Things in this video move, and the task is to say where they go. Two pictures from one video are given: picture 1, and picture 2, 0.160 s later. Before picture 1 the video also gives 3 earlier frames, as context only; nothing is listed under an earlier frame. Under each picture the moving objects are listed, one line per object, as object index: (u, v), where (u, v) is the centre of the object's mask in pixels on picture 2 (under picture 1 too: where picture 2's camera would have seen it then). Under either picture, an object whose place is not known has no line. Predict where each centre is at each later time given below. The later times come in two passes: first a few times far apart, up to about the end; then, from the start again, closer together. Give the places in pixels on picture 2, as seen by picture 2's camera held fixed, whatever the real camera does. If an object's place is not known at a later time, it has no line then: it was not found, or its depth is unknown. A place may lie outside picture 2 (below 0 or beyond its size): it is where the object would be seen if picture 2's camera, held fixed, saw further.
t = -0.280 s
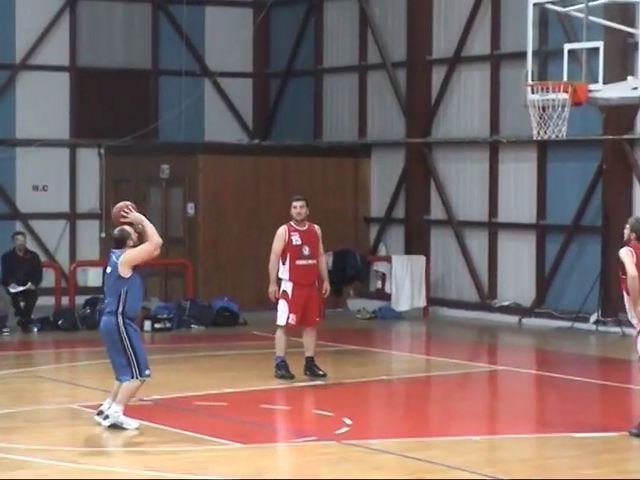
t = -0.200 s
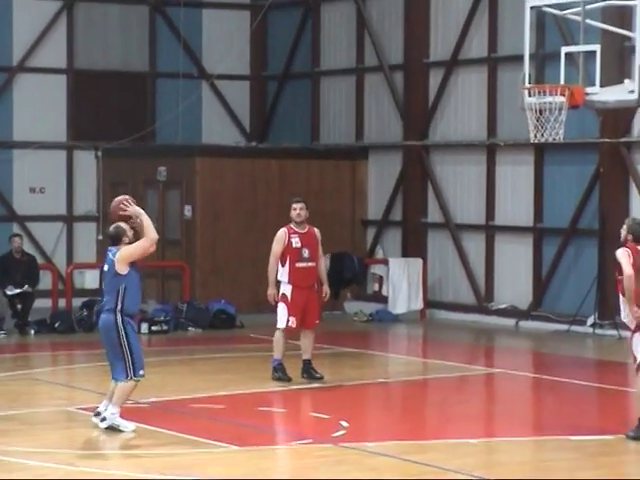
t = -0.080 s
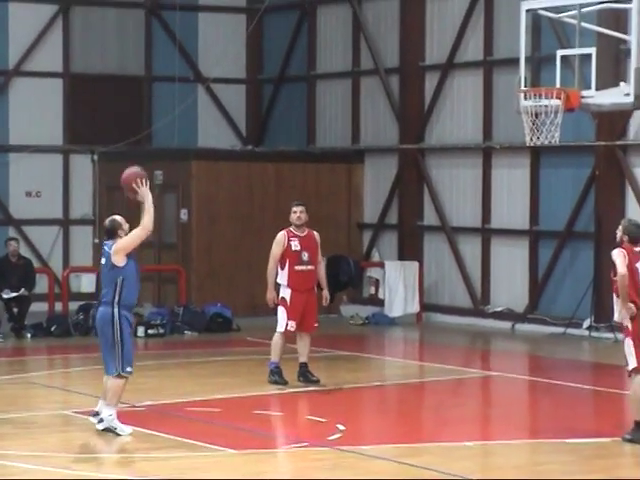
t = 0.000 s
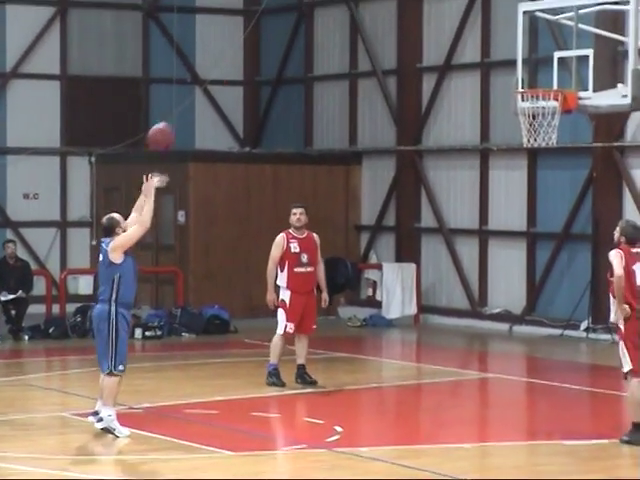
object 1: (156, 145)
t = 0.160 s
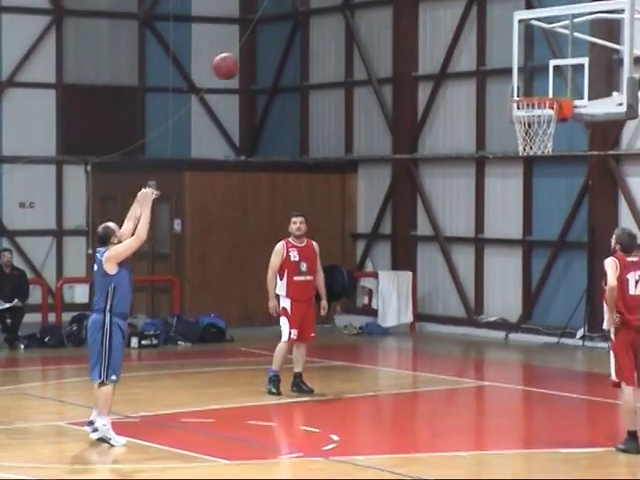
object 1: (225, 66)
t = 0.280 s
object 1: (273, 26)
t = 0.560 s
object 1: (383, -3)
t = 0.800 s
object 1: (469, 32)
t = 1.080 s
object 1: (550, 129)
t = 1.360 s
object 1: (572, 199)
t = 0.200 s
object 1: (242, 51)
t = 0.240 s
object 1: (257, 38)
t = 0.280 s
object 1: (273, 26)
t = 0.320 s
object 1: (290, 16)
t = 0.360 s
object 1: (305, 9)
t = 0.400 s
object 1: (321, 2)
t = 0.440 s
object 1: (336, -1)
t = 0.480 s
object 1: (351, -2)
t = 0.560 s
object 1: (383, -3)
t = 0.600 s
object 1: (398, -2)
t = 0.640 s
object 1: (411, 1)
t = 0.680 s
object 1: (426, 7)
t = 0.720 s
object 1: (440, 14)
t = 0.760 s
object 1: (455, 22)
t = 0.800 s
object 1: (469, 32)
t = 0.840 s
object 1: (482, 42)
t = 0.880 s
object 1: (496, 56)
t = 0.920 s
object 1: (510, 71)
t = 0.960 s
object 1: (524, 87)
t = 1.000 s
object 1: (536, 103)
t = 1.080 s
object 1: (550, 129)
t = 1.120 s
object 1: (554, 135)
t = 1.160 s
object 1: (556, 145)
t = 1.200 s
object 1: (560, 150)
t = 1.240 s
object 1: (563, 159)
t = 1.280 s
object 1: (566, 170)
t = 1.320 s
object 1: (568, 184)
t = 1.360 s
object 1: (572, 199)
